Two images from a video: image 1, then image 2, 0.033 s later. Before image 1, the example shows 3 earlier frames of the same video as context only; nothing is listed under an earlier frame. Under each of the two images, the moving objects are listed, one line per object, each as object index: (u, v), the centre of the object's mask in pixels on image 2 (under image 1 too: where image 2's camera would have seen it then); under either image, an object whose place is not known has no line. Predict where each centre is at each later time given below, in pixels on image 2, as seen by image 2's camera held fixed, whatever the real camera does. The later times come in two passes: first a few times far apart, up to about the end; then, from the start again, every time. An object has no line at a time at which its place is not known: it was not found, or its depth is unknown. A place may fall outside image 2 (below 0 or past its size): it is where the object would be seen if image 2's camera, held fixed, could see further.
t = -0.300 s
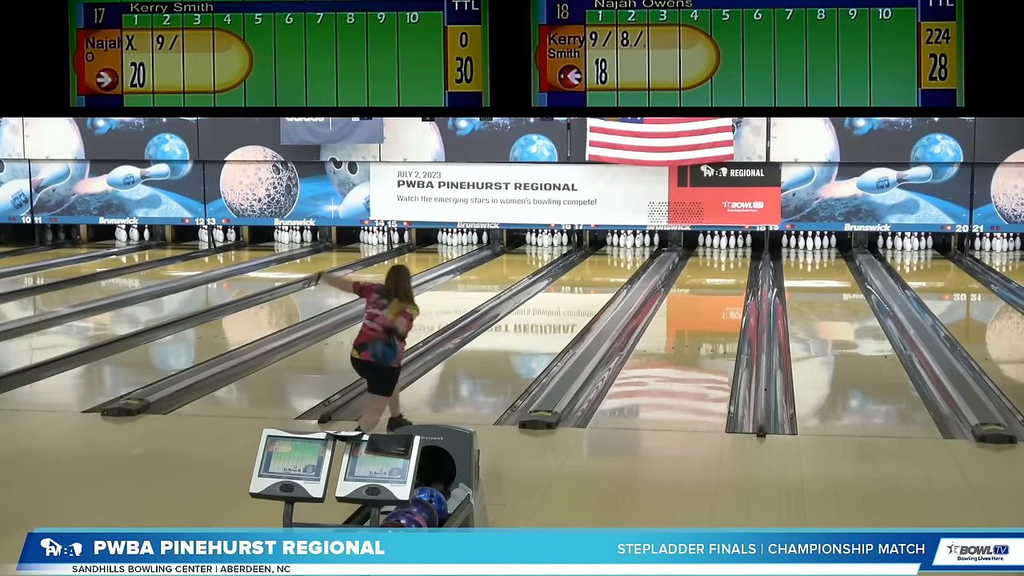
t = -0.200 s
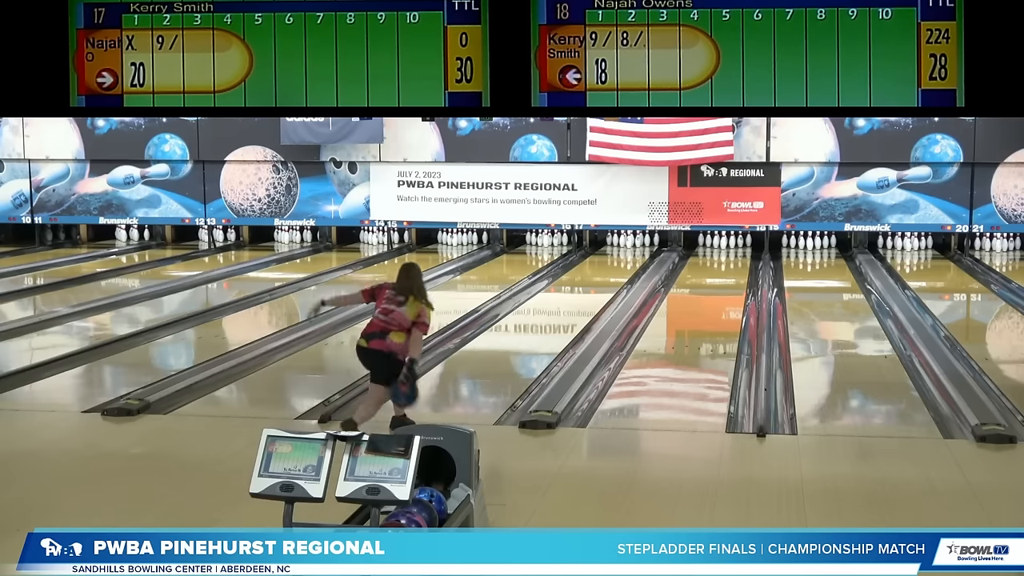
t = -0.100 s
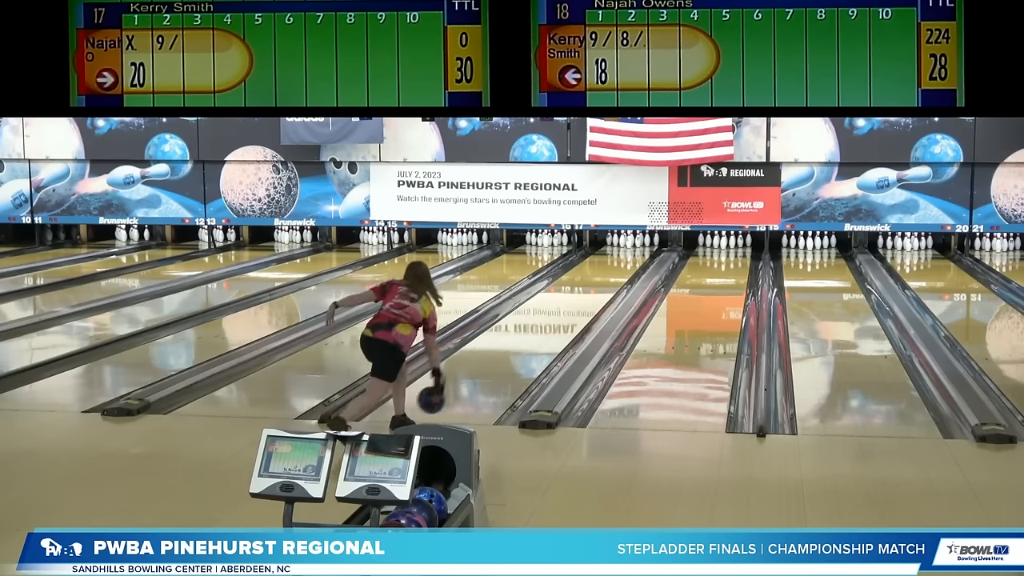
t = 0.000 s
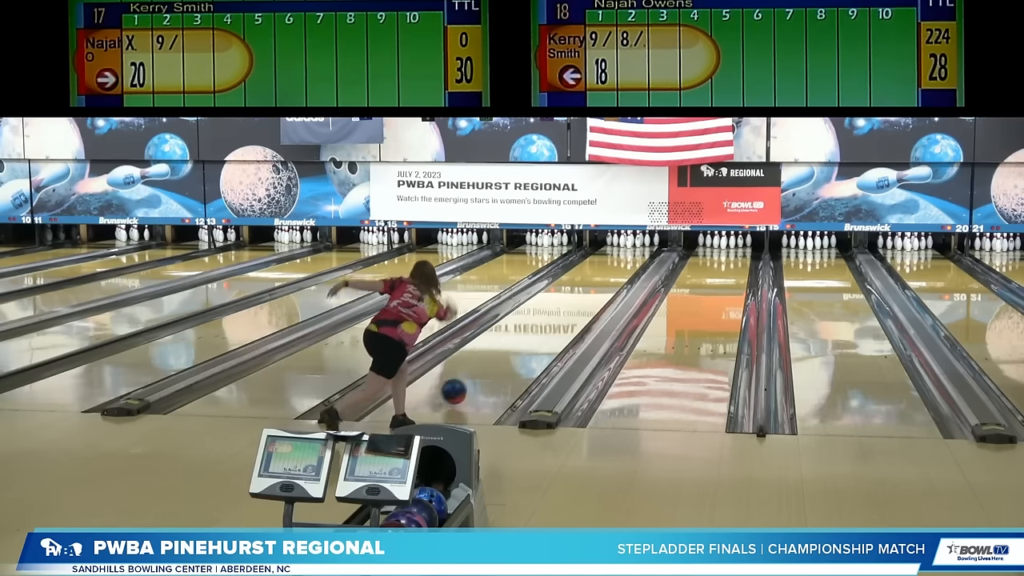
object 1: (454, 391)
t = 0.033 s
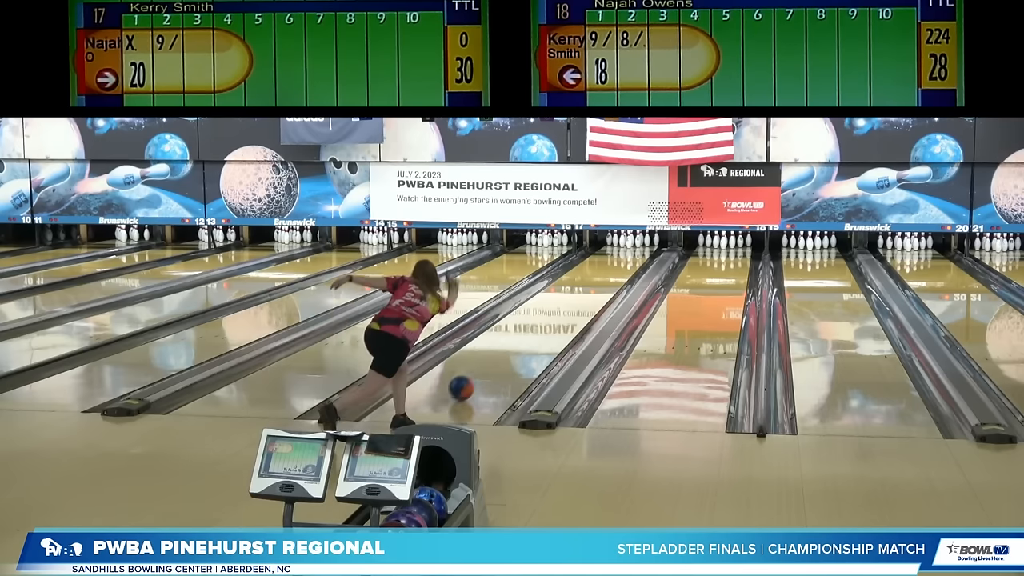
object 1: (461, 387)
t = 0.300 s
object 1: (507, 352)
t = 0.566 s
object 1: (542, 325)
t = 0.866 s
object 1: (572, 302)
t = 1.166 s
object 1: (595, 284)
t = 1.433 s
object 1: (611, 270)
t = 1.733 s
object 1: (625, 258)
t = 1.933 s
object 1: (632, 251)
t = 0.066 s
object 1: (467, 382)
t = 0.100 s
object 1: (474, 378)
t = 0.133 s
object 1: (480, 373)
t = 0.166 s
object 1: (486, 368)
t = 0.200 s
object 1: (492, 364)
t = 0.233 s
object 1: (497, 360)
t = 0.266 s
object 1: (502, 356)
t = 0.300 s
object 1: (507, 352)
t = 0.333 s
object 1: (512, 348)
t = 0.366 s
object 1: (517, 344)
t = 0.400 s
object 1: (522, 341)
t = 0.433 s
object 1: (526, 338)
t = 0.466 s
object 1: (530, 334)
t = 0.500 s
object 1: (534, 331)
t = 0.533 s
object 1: (538, 328)
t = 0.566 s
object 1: (542, 325)
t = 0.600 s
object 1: (546, 322)
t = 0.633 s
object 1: (549, 319)
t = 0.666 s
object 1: (553, 316)
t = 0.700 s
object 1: (556, 314)
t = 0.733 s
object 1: (560, 312)
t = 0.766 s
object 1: (563, 309)
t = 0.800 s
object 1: (566, 307)
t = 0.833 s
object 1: (569, 304)
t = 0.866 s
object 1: (572, 302)
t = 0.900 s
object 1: (575, 300)
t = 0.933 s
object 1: (577, 297)
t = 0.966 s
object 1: (580, 295)
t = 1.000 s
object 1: (583, 293)
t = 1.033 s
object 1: (585, 292)
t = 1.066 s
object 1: (588, 289)
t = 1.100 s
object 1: (590, 287)
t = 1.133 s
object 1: (593, 286)
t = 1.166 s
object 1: (595, 284)
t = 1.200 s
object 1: (597, 282)
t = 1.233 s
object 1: (599, 280)
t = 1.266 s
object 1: (601, 279)
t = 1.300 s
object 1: (603, 277)
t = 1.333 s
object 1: (605, 275)
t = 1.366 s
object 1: (607, 273)
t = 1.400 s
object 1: (609, 272)
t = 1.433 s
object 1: (611, 270)
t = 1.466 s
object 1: (612, 269)
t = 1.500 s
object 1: (614, 268)
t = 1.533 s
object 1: (616, 267)
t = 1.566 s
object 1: (618, 265)
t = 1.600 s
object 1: (619, 264)
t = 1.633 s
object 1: (621, 262)
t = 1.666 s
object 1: (622, 261)
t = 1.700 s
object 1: (623, 260)
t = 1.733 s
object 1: (625, 258)
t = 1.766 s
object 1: (626, 257)
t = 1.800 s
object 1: (627, 256)
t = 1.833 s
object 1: (628, 255)
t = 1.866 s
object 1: (629, 254)
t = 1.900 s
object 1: (630, 253)
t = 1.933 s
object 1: (632, 251)
